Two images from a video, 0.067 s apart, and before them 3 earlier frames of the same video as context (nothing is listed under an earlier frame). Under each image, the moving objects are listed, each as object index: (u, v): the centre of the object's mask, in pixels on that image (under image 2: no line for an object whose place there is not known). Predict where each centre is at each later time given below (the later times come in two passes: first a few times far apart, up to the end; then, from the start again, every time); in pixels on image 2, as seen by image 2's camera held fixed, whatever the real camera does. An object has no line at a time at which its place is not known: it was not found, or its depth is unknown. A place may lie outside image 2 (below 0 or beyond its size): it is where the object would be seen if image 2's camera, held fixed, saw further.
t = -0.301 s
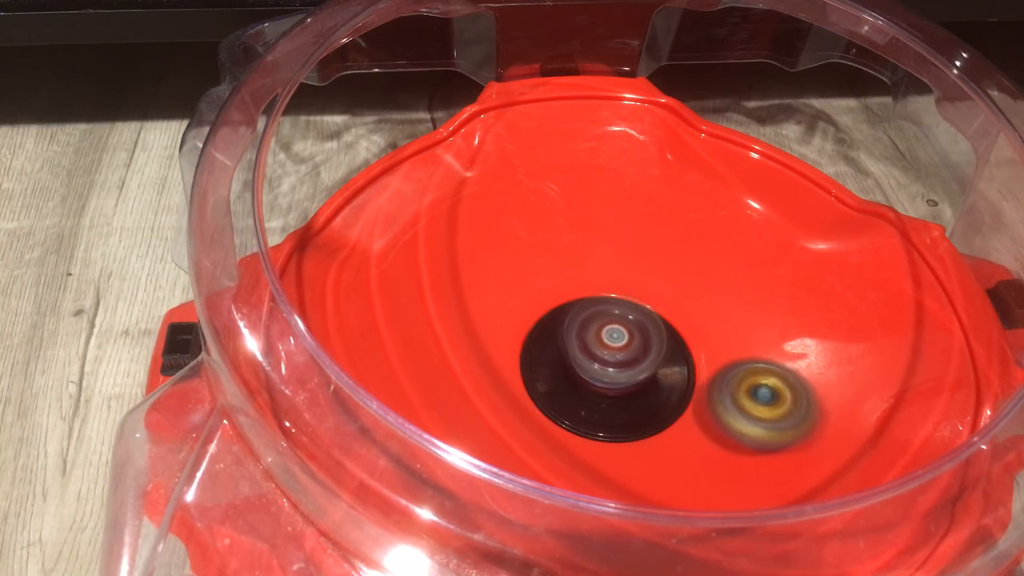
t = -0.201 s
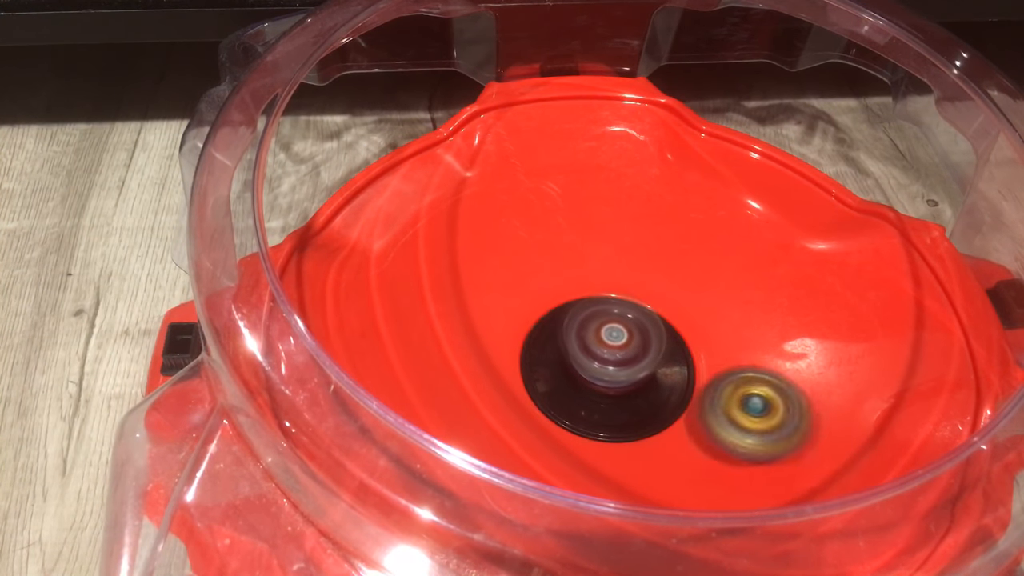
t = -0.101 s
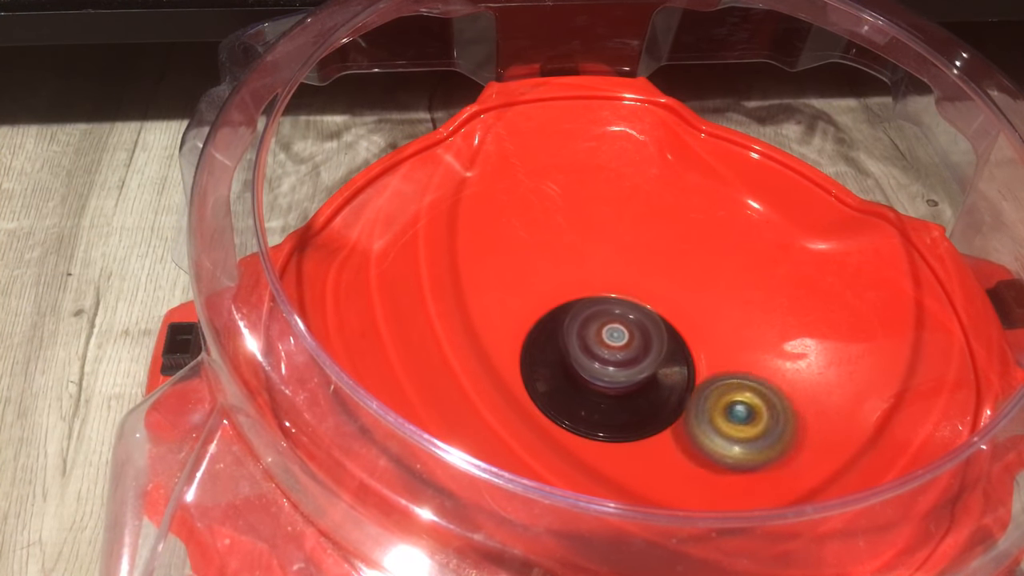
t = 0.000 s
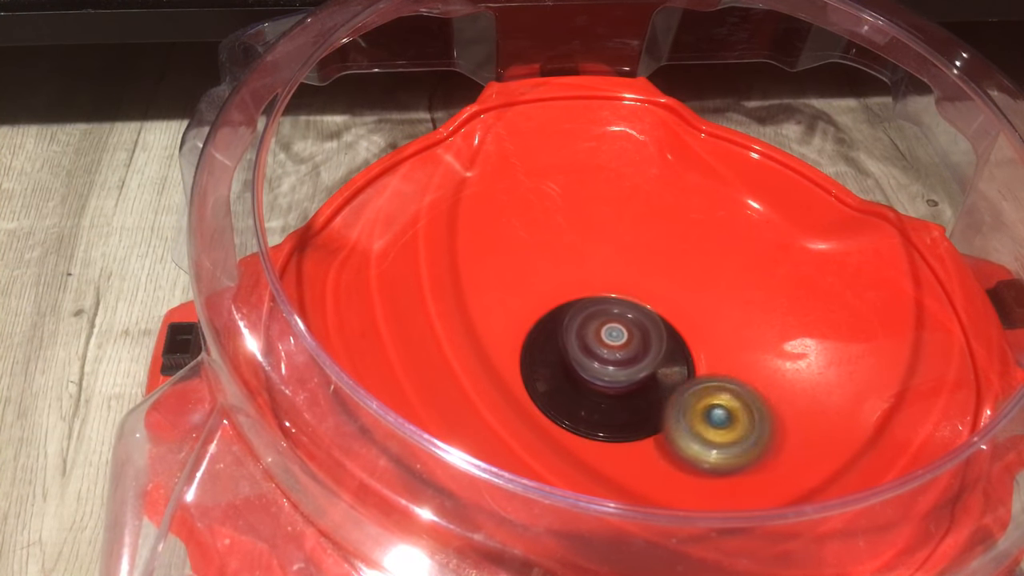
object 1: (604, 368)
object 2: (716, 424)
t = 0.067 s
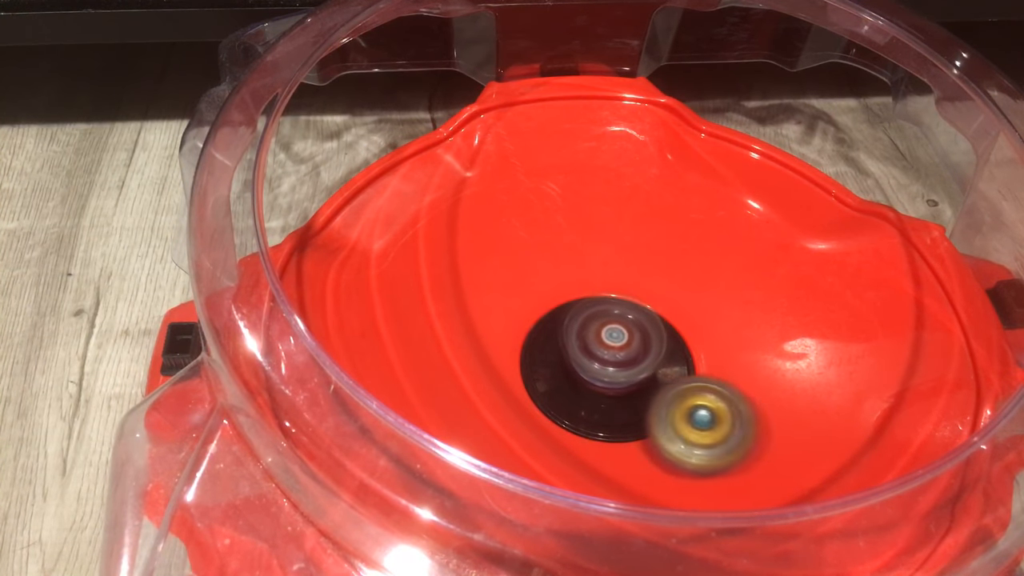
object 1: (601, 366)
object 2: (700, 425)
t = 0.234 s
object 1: (599, 360)
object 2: (663, 435)
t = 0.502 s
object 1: (607, 361)
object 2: (611, 453)
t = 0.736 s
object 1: (611, 359)
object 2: (582, 439)
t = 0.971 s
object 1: (619, 361)
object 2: (552, 414)
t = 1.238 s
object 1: (619, 367)
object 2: (523, 390)
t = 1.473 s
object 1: (609, 369)
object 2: (479, 377)
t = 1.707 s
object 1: (611, 370)
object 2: (485, 362)
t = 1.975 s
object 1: (607, 369)
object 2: (461, 331)
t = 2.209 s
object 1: (608, 369)
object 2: (431, 297)
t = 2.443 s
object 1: (608, 369)
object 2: (460, 294)
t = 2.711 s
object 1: (607, 369)
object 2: (480, 211)
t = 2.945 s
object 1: (607, 369)
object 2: (478, 137)
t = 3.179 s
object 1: (608, 369)
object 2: (465, 163)
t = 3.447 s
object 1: (608, 369)
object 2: (484, 207)
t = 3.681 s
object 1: (607, 369)
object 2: (562, 203)
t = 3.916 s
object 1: (607, 369)
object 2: (631, 150)
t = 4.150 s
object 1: (607, 369)
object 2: (668, 179)
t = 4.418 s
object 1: (608, 369)
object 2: (699, 286)
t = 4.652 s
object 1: (607, 369)
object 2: (804, 394)
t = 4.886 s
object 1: (607, 369)
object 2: (813, 432)
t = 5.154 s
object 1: (607, 369)
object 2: (760, 435)
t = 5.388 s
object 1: (598, 360)
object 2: (663, 430)
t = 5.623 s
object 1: (610, 362)
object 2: (586, 450)
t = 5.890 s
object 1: (612, 364)
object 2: (553, 441)
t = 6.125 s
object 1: (618, 362)
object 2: (547, 412)
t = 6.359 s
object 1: (618, 368)
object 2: (517, 382)
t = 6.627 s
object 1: (613, 370)
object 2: (498, 348)
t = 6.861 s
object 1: (610, 370)
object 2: (495, 324)
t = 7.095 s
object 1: (607, 369)
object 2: (492, 300)
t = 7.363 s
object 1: (608, 369)
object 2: (510, 284)
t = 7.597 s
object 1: (607, 369)
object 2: (524, 263)
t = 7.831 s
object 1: (607, 369)
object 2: (546, 249)
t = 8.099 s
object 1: (607, 369)
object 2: (569, 208)
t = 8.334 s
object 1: (607, 369)
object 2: (597, 189)
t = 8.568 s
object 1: (607, 369)
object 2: (622, 215)
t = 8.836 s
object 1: (607, 369)
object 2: (689, 266)
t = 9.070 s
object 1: (607, 369)
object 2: (751, 298)
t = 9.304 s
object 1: (607, 369)
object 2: (764, 324)
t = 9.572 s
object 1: (606, 369)
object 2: (734, 360)
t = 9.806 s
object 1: (603, 368)
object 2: (718, 410)
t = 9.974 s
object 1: (604, 367)
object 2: (706, 439)
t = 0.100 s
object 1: (600, 364)
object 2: (691, 425)
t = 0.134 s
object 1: (598, 363)
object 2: (682, 425)
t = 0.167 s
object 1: (597, 361)
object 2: (673, 425)
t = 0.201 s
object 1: (597, 360)
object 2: (665, 425)
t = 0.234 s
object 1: (599, 360)
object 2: (663, 435)
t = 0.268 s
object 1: (601, 361)
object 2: (657, 442)
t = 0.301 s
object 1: (602, 360)
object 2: (649, 446)
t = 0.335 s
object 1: (603, 360)
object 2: (641, 449)
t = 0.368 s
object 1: (604, 360)
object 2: (635, 451)
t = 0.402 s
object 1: (605, 360)
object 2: (629, 453)
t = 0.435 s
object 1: (606, 361)
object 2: (622, 453)
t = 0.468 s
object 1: (607, 361)
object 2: (616, 454)
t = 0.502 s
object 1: (607, 361)
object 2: (611, 453)
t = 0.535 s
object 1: (608, 361)
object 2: (606, 452)
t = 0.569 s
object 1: (608, 361)
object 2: (602, 451)
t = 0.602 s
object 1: (609, 361)
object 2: (598, 450)
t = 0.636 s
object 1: (609, 360)
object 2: (594, 448)
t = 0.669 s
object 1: (610, 360)
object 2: (589, 446)
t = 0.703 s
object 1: (610, 360)
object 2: (586, 443)
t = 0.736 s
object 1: (611, 359)
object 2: (582, 439)
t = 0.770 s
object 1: (612, 359)
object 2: (578, 433)
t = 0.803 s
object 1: (613, 358)
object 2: (574, 428)
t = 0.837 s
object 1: (615, 358)
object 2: (571, 423)
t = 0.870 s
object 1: (617, 358)
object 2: (568, 419)
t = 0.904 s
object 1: (618, 359)
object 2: (563, 416)
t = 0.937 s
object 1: (619, 360)
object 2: (558, 415)
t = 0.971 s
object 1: (619, 361)
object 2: (552, 414)
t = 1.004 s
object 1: (619, 362)
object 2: (547, 410)
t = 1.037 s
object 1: (619, 363)
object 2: (541, 408)
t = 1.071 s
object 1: (619, 364)
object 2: (537, 405)
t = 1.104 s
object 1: (619, 365)
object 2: (532, 402)
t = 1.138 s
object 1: (619, 365)
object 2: (529, 399)
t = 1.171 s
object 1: (619, 366)
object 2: (526, 396)
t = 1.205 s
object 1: (619, 366)
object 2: (524, 393)
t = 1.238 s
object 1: (619, 367)
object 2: (523, 390)
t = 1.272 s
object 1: (619, 367)
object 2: (522, 387)
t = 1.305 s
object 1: (619, 368)
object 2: (518, 384)
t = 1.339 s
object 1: (614, 369)
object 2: (500, 385)
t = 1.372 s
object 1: (611, 369)
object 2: (491, 384)
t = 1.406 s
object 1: (610, 369)
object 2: (487, 381)
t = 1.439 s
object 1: (610, 369)
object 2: (483, 379)
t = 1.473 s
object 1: (609, 369)
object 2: (479, 377)
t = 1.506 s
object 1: (609, 369)
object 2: (477, 374)
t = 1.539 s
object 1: (609, 369)
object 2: (475, 372)
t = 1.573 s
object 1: (609, 369)
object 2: (475, 370)
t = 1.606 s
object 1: (609, 369)
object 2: (476, 369)
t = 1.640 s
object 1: (609, 369)
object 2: (478, 366)
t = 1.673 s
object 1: (610, 369)
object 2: (481, 364)
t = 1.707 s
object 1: (611, 370)
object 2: (485, 362)
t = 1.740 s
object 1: (612, 370)
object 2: (490, 360)
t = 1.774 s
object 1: (613, 370)
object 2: (495, 358)
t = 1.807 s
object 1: (614, 370)
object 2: (502, 355)
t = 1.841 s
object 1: (615, 371)
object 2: (506, 352)
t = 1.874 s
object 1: (616, 371)
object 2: (508, 349)
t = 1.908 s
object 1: (615, 371)
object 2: (508, 345)
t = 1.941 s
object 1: (610, 370)
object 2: (485, 340)
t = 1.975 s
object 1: (607, 369)
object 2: (461, 331)
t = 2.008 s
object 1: (608, 369)
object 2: (447, 323)
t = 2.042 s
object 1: (608, 369)
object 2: (439, 316)
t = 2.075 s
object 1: (608, 369)
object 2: (435, 310)
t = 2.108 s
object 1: (608, 369)
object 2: (433, 305)
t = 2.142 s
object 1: (608, 369)
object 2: (431, 302)
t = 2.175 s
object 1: (608, 369)
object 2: (431, 299)
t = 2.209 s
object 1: (608, 369)
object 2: (431, 297)
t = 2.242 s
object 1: (608, 369)
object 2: (432, 295)
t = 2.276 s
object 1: (608, 369)
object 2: (434, 294)
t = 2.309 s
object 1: (608, 369)
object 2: (437, 293)
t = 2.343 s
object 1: (608, 369)
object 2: (442, 293)
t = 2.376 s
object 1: (608, 369)
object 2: (447, 293)
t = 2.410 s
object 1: (608, 369)
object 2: (453, 294)
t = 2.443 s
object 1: (608, 369)
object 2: (460, 294)
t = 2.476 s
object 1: (608, 369)
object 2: (468, 295)
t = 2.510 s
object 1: (608, 369)
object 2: (478, 296)
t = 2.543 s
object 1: (608, 369)
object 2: (488, 297)
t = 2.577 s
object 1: (608, 370)
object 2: (500, 297)
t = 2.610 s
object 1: (609, 370)
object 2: (515, 297)
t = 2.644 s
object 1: (608, 370)
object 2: (517, 279)
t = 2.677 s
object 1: (608, 369)
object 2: (495, 240)
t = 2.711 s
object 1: (607, 369)
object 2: (480, 211)
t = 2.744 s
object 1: (607, 369)
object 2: (475, 181)
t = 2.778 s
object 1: (607, 369)
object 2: (472, 160)
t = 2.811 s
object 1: (607, 369)
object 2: (472, 144)
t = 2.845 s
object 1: (607, 369)
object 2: (472, 139)
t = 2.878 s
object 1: (608, 369)
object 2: (474, 138)
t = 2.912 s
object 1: (608, 369)
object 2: (477, 137)
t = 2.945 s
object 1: (607, 369)
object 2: (478, 137)
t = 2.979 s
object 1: (608, 369)
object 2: (480, 138)
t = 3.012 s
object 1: (608, 369)
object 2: (480, 141)
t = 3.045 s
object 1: (608, 369)
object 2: (479, 145)
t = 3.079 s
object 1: (608, 369)
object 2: (477, 150)
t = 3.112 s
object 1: (608, 369)
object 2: (474, 155)
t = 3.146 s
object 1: (608, 369)
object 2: (470, 160)
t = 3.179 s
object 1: (608, 369)
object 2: (465, 163)
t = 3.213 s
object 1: (608, 369)
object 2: (461, 167)
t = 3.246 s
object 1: (608, 369)
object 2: (458, 169)
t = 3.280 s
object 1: (608, 369)
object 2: (456, 174)
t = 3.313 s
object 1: (608, 369)
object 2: (457, 179)
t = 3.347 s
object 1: (608, 369)
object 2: (460, 185)
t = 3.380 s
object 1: (608, 369)
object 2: (466, 191)
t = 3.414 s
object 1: (608, 369)
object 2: (474, 198)
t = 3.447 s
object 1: (608, 369)
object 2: (484, 207)
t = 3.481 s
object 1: (608, 369)
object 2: (497, 218)
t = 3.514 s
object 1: (608, 369)
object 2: (513, 233)
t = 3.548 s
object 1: (608, 369)
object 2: (531, 249)
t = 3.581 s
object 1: (608, 370)
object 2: (551, 266)
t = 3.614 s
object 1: (608, 370)
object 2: (559, 266)
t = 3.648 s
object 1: (608, 370)
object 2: (559, 232)
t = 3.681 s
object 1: (607, 369)
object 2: (562, 203)
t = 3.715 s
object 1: (607, 369)
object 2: (570, 180)
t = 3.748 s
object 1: (608, 369)
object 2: (581, 166)
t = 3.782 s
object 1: (607, 369)
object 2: (594, 157)
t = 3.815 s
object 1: (607, 369)
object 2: (606, 152)
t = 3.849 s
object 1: (608, 369)
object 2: (617, 149)
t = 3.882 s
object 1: (607, 369)
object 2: (624, 149)
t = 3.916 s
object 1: (607, 369)
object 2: (631, 150)
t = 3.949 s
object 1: (607, 369)
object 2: (637, 151)
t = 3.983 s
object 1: (607, 369)
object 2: (642, 154)
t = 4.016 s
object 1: (607, 369)
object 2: (648, 157)
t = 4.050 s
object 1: (607, 369)
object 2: (653, 161)
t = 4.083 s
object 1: (607, 369)
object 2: (658, 166)
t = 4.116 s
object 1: (607, 369)
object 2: (663, 172)
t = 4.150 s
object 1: (607, 369)
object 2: (668, 179)
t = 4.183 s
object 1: (607, 369)
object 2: (673, 187)
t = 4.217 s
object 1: (607, 369)
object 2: (677, 197)
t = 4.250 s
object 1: (607, 369)
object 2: (681, 208)
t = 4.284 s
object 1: (607, 369)
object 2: (685, 221)
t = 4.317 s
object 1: (608, 369)
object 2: (689, 235)
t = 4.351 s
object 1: (607, 369)
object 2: (693, 251)
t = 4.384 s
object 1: (607, 369)
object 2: (696, 268)
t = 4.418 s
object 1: (608, 369)
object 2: (699, 286)
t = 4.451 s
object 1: (607, 369)
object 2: (703, 303)
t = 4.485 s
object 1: (607, 369)
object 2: (725, 319)
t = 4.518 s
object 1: (607, 369)
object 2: (749, 333)
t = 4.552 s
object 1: (607, 369)
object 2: (768, 349)
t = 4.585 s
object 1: (607, 369)
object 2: (785, 367)
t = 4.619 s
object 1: (607, 369)
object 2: (795, 382)
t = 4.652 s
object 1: (607, 369)
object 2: (804, 394)
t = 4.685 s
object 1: (607, 369)
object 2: (807, 404)
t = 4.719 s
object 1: (607, 369)
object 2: (811, 412)
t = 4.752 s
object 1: (607, 369)
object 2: (813, 418)
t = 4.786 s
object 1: (607, 369)
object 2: (816, 423)
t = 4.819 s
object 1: (607, 369)
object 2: (815, 428)
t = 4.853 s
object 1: (607, 369)
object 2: (814, 431)
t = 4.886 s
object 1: (607, 369)
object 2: (813, 432)
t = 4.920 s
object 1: (607, 369)
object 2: (810, 435)
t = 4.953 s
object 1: (607, 369)
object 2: (806, 436)
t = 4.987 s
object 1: (607, 369)
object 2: (801, 437)
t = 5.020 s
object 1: (607, 369)
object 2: (796, 438)
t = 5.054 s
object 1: (607, 369)
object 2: (789, 438)
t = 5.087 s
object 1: (607, 369)
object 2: (780, 437)
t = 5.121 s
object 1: (607, 369)
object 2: (770, 436)
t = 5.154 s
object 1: (607, 369)
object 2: (760, 435)
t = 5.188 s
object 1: (607, 369)
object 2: (748, 433)
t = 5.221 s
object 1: (607, 369)
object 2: (733, 432)
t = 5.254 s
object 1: (604, 368)
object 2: (718, 429)
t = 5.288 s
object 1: (601, 366)
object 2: (702, 424)
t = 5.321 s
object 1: (596, 363)
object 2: (684, 420)
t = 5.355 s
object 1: (597, 361)
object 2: (674, 425)
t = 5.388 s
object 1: (598, 360)
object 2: (663, 430)
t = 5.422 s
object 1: (598, 358)
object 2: (653, 431)
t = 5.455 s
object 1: (601, 357)
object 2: (641, 438)
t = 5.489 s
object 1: (604, 358)
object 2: (627, 444)
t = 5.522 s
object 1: (606, 359)
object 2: (615, 447)
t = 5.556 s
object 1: (608, 359)
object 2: (603, 449)
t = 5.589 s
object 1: (609, 360)
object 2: (594, 449)
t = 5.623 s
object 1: (610, 362)
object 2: (586, 450)
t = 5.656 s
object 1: (610, 362)
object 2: (580, 450)
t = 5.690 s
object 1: (610, 363)
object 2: (573, 449)
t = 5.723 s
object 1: (610, 364)
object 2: (568, 448)
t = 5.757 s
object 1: (611, 364)
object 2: (564, 448)
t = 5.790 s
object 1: (611, 364)
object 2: (560, 446)
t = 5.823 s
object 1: (611, 364)
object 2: (557, 445)
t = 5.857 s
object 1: (611, 364)
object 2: (554, 443)
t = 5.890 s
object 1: (612, 364)
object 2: (553, 441)
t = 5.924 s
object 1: (612, 364)
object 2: (551, 439)
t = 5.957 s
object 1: (613, 363)
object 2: (549, 437)
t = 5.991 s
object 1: (613, 363)
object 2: (548, 433)
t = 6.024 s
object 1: (614, 363)
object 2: (547, 428)
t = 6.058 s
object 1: (615, 362)
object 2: (547, 423)
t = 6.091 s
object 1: (617, 362)
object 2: (547, 417)
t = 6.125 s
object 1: (618, 362)
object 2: (547, 412)
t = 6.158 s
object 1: (620, 362)
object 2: (547, 406)
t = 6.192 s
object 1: (621, 363)
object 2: (545, 403)
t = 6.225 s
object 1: (620, 365)
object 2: (534, 402)
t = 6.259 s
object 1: (619, 366)
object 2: (528, 397)
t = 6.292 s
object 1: (619, 367)
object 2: (524, 392)
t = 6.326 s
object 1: (619, 367)
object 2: (520, 387)
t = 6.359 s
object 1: (618, 368)
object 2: (517, 382)
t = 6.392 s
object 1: (618, 369)
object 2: (514, 378)
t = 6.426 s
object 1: (617, 369)
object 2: (511, 373)
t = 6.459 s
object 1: (617, 370)
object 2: (509, 368)
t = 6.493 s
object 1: (616, 370)
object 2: (508, 363)
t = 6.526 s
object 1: (616, 370)
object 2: (507, 359)
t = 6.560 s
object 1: (615, 370)
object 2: (507, 355)
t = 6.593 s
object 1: (615, 371)
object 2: (505, 352)
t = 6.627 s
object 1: (613, 370)
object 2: (498, 348)
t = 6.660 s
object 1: (612, 370)
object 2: (496, 343)
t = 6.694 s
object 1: (611, 370)
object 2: (494, 338)
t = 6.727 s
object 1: (610, 370)
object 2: (493, 335)
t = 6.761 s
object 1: (610, 370)
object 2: (492, 332)
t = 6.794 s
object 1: (610, 370)
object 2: (492, 329)
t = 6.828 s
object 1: (610, 370)
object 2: (493, 326)
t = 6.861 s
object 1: (610, 370)
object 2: (495, 324)
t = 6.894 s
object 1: (610, 370)
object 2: (497, 322)
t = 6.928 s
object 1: (610, 370)
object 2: (500, 320)
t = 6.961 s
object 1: (610, 371)
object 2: (504, 318)
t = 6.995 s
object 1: (611, 371)
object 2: (506, 317)
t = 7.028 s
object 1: (609, 370)
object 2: (501, 312)
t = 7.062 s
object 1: (608, 369)
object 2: (493, 304)
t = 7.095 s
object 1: (607, 369)
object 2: (492, 300)
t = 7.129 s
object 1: (608, 369)
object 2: (493, 296)
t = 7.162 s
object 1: (607, 369)
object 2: (494, 293)
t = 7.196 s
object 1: (607, 369)
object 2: (495, 290)
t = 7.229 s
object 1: (607, 369)
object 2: (497, 288)
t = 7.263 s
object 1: (607, 369)
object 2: (499, 287)
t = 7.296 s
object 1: (607, 369)
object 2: (502, 286)
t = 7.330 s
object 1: (607, 369)
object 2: (505, 285)
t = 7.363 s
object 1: (608, 369)
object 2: (510, 284)
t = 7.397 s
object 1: (608, 370)
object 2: (515, 284)
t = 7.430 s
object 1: (608, 370)
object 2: (520, 284)
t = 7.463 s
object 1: (608, 370)
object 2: (525, 283)
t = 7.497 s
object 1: (608, 370)
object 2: (526, 282)
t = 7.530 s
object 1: (608, 370)
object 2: (523, 275)
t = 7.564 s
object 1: (607, 369)
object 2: (522, 267)
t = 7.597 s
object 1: (607, 369)
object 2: (524, 263)
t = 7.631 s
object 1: (607, 369)
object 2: (526, 260)
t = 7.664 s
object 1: (607, 369)
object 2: (529, 256)
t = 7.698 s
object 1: (607, 369)
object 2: (532, 254)
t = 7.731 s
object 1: (607, 369)
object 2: (534, 253)
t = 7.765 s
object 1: (607, 369)
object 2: (538, 251)
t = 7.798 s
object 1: (607, 369)
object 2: (542, 249)
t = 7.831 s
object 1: (607, 369)
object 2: (546, 249)
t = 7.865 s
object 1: (607, 369)
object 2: (550, 250)
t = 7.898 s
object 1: (607, 369)
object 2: (554, 252)
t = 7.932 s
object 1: (607, 369)
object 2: (559, 254)
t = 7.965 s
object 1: (607, 369)
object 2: (564, 255)
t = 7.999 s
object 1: (607, 369)
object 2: (569, 257)
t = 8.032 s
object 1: (607, 369)
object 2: (570, 249)
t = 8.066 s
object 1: (607, 369)
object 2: (567, 225)
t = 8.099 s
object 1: (607, 369)
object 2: (569, 208)
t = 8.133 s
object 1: (607, 369)
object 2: (573, 200)
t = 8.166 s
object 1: (607, 369)
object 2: (579, 195)
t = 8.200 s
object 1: (607, 369)
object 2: (583, 192)
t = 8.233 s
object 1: (607, 369)
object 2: (587, 190)
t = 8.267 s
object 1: (607, 369)
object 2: (591, 189)
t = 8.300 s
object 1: (607, 369)
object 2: (595, 187)
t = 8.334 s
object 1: (607, 369)
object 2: (597, 189)
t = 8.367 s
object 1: (607, 369)
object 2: (601, 189)
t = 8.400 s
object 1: (607, 369)
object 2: (604, 191)
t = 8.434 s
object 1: (607, 369)
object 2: (608, 195)
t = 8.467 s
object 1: (607, 369)
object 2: (611, 199)
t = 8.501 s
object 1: (607, 369)
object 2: (615, 204)
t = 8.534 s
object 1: (607, 369)
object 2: (618, 209)
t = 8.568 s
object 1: (607, 369)
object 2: (622, 215)
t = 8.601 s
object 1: (607, 369)
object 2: (626, 222)
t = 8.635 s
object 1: (607, 369)
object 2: (630, 230)
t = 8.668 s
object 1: (607, 369)
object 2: (635, 240)
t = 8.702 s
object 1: (607, 369)
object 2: (640, 251)
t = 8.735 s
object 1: (608, 369)
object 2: (645, 263)
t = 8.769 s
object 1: (607, 369)
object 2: (657, 264)
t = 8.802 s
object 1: (607, 369)
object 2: (673, 264)
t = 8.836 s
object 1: (607, 369)
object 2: (689, 266)
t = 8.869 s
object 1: (607, 369)
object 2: (712, 276)
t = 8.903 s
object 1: (607, 370)
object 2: (721, 280)
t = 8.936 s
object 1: (607, 369)
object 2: (729, 284)
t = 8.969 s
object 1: (607, 369)
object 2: (736, 287)
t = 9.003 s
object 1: (607, 369)
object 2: (742, 291)
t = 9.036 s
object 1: (607, 369)
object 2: (747, 294)
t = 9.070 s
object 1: (607, 369)
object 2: (751, 298)
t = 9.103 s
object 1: (607, 369)
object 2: (755, 302)
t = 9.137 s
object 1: (607, 369)
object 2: (758, 305)
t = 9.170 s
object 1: (607, 369)
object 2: (761, 309)
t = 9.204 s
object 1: (607, 369)
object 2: (764, 312)
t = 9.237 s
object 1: (607, 369)
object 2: (765, 316)
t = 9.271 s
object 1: (607, 369)
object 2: (765, 320)
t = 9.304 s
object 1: (607, 369)
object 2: (764, 324)
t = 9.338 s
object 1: (607, 369)
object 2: (762, 328)
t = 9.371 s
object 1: (607, 369)
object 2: (759, 332)
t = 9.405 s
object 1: (607, 369)
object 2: (757, 337)
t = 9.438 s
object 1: (607, 369)
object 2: (754, 341)
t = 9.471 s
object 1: (607, 369)
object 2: (749, 346)
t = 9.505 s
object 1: (607, 369)
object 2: (744, 351)
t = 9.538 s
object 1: (607, 369)
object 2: (740, 356)
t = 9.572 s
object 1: (606, 369)
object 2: (734, 360)
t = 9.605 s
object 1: (605, 369)
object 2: (729, 365)
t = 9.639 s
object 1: (604, 369)
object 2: (724, 370)
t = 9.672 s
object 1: (603, 369)
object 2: (722, 376)
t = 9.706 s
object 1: (602, 369)
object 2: (718, 382)
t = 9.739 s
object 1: (601, 368)
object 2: (716, 389)
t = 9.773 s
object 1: (603, 368)
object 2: (720, 401)
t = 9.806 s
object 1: (603, 368)
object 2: (718, 410)
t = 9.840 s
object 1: (603, 368)
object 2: (715, 418)
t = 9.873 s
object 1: (603, 368)
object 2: (713, 424)
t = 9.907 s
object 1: (604, 367)
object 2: (711, 430)
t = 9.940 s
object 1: (604, 367)
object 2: (709, 435)
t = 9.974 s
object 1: (604, 367)
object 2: (706, 439)
